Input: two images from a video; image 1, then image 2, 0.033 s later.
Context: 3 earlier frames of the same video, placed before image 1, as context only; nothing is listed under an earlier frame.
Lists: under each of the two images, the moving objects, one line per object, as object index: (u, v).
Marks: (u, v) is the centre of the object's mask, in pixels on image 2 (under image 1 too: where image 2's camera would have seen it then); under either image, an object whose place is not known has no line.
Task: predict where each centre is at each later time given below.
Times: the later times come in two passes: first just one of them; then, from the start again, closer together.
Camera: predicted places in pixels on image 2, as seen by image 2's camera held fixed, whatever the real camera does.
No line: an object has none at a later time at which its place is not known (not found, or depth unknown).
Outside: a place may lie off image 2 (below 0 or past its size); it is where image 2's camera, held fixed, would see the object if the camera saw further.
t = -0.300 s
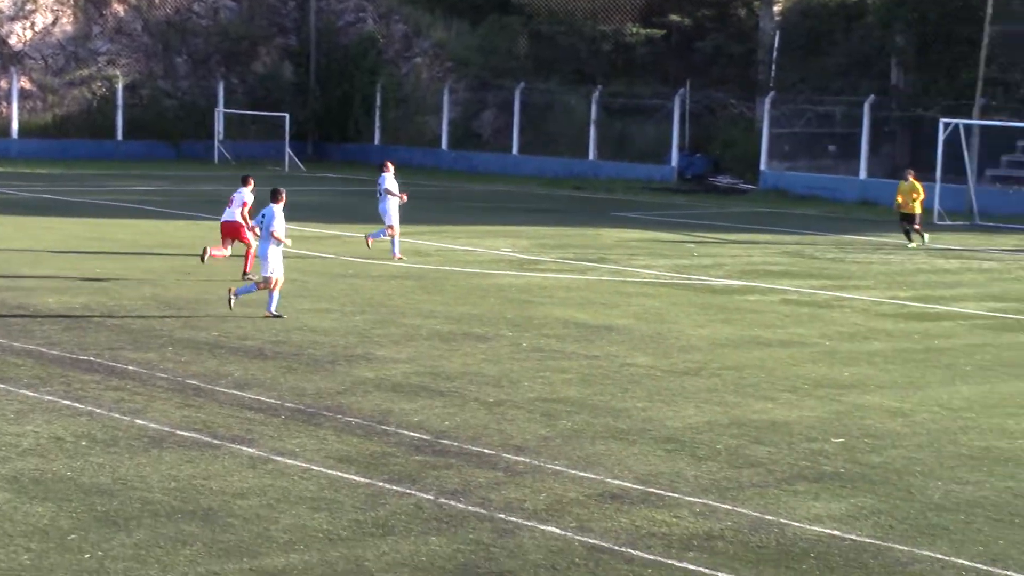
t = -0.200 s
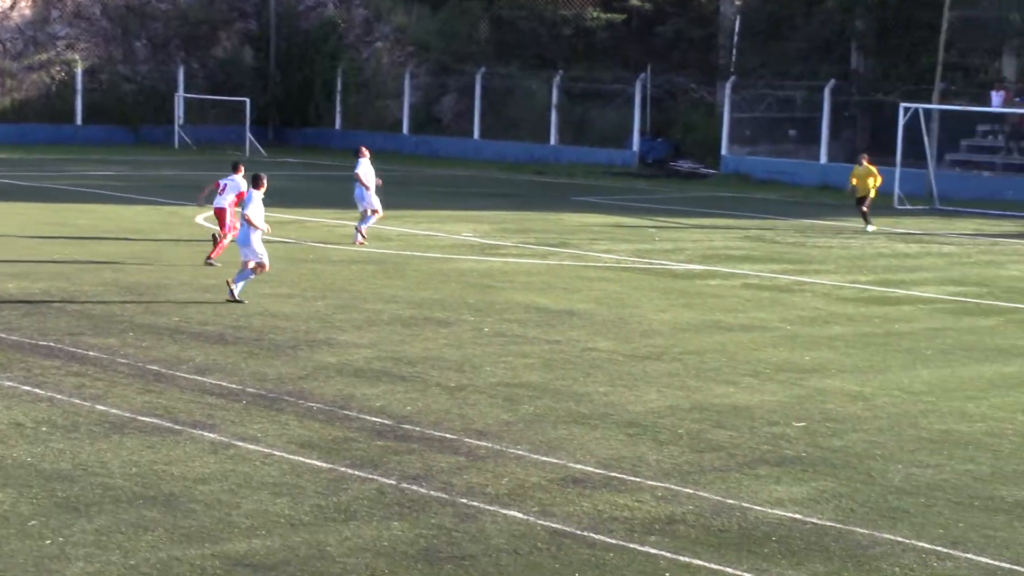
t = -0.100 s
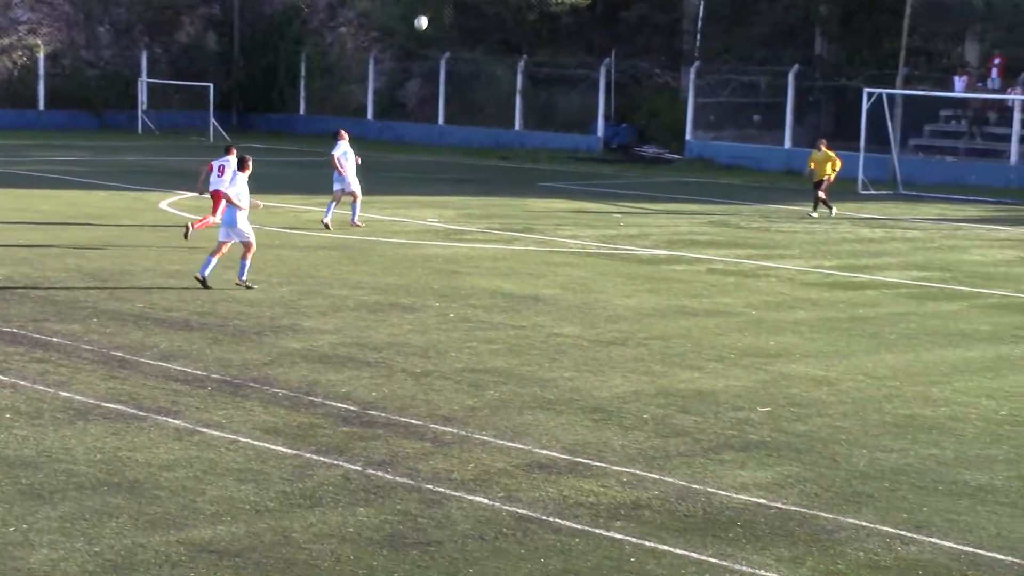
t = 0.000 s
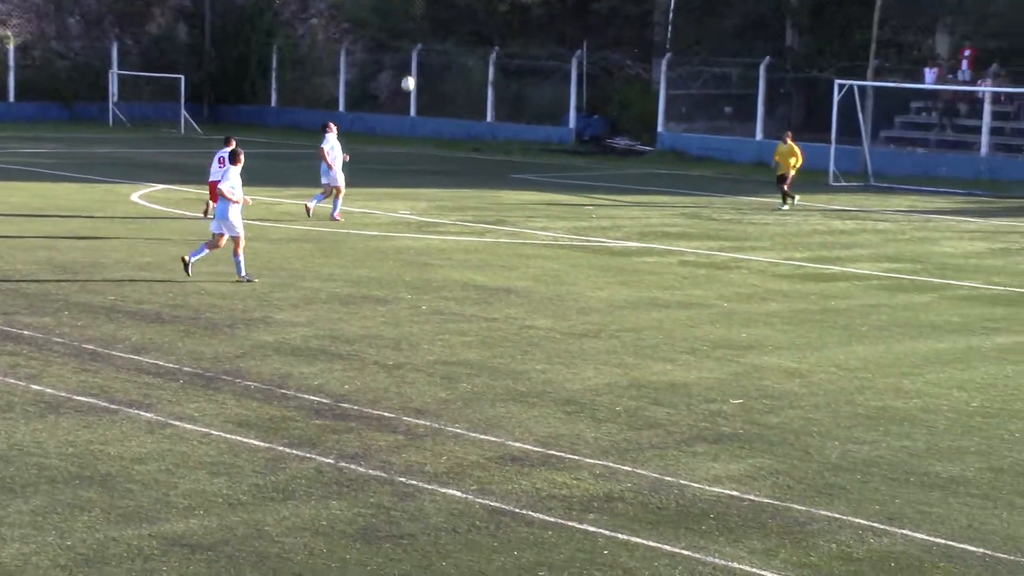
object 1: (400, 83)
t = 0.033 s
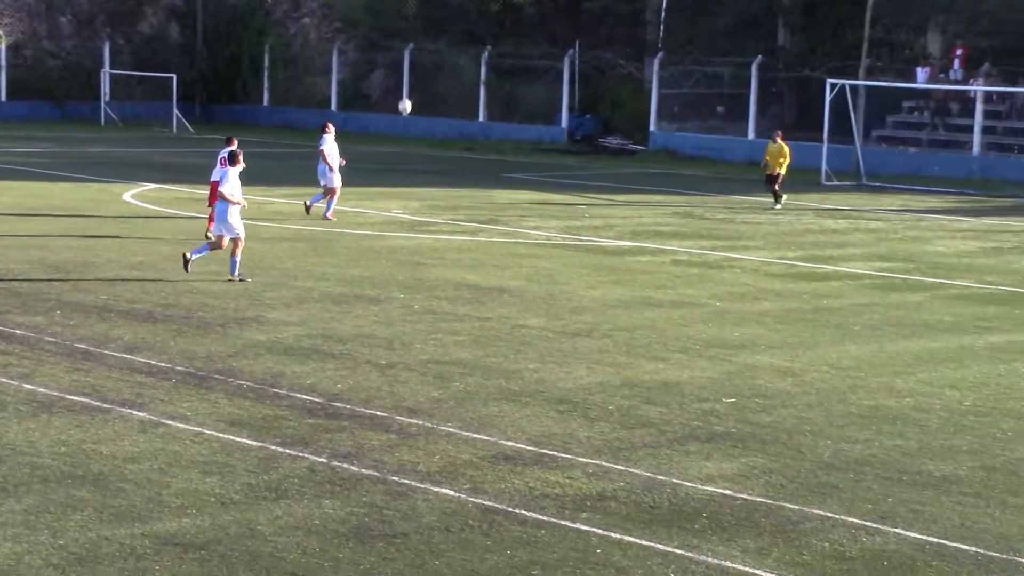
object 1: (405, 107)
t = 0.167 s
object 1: (423, 205)
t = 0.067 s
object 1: (410, 130)
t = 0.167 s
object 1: (423, 205)
